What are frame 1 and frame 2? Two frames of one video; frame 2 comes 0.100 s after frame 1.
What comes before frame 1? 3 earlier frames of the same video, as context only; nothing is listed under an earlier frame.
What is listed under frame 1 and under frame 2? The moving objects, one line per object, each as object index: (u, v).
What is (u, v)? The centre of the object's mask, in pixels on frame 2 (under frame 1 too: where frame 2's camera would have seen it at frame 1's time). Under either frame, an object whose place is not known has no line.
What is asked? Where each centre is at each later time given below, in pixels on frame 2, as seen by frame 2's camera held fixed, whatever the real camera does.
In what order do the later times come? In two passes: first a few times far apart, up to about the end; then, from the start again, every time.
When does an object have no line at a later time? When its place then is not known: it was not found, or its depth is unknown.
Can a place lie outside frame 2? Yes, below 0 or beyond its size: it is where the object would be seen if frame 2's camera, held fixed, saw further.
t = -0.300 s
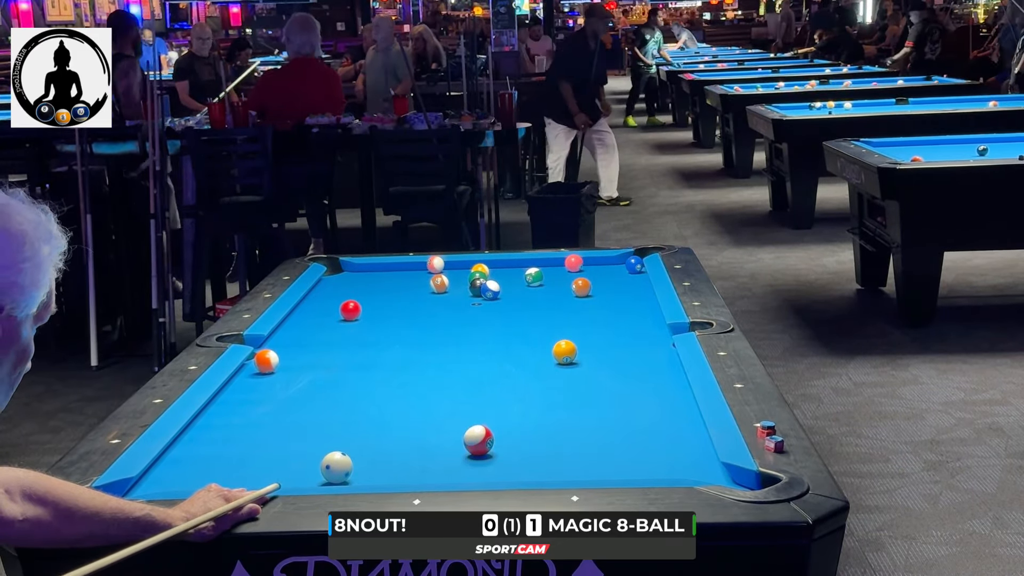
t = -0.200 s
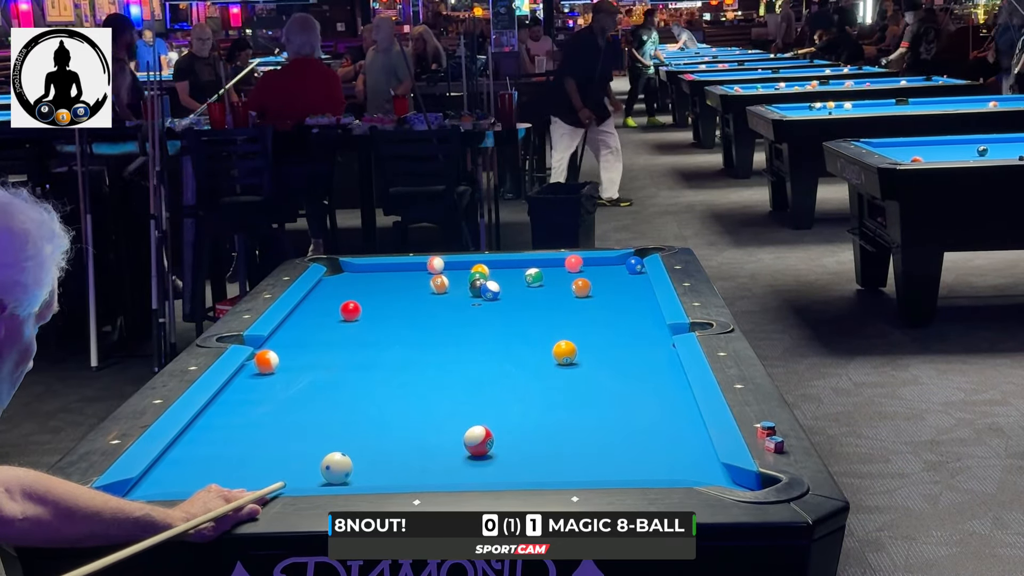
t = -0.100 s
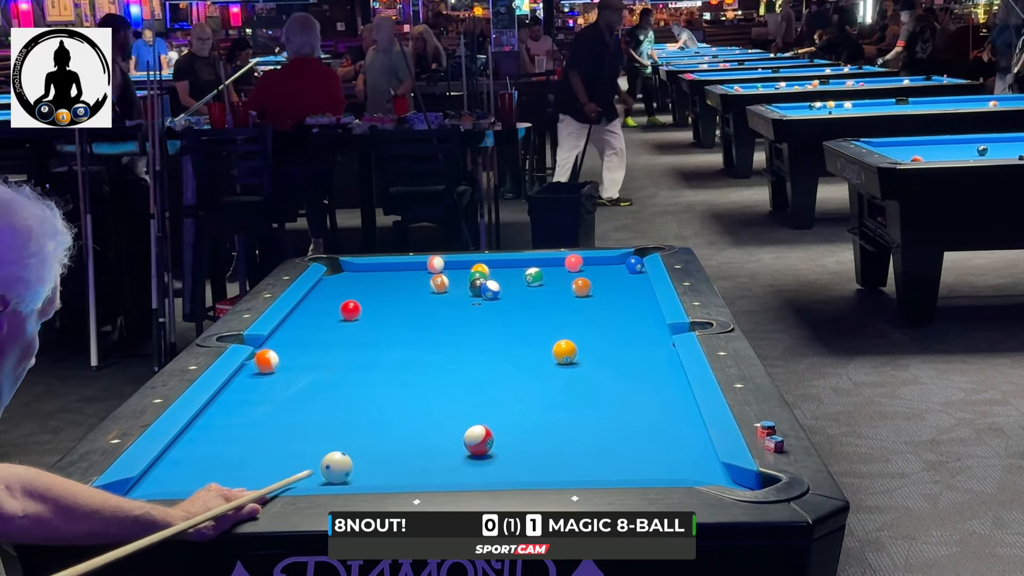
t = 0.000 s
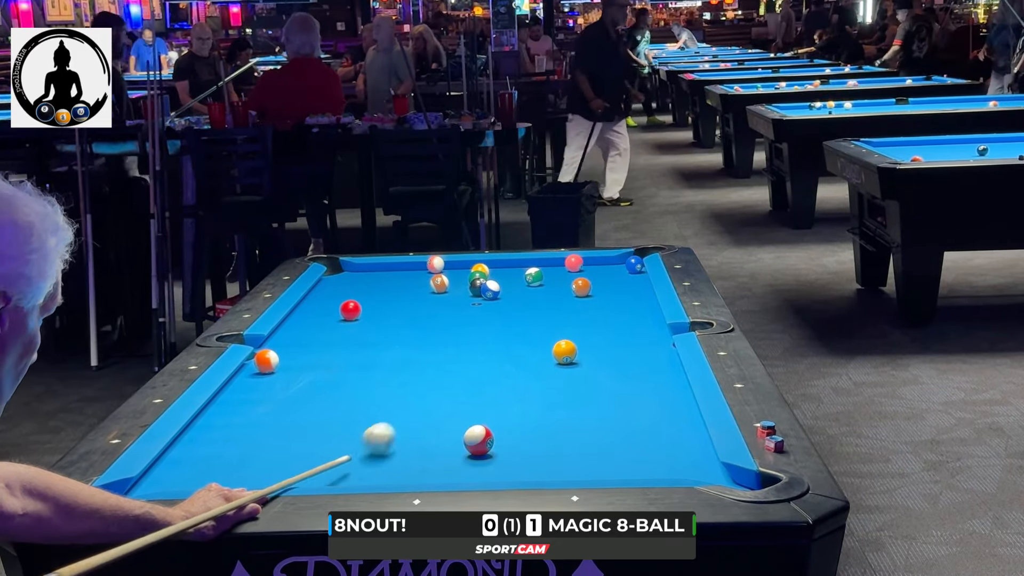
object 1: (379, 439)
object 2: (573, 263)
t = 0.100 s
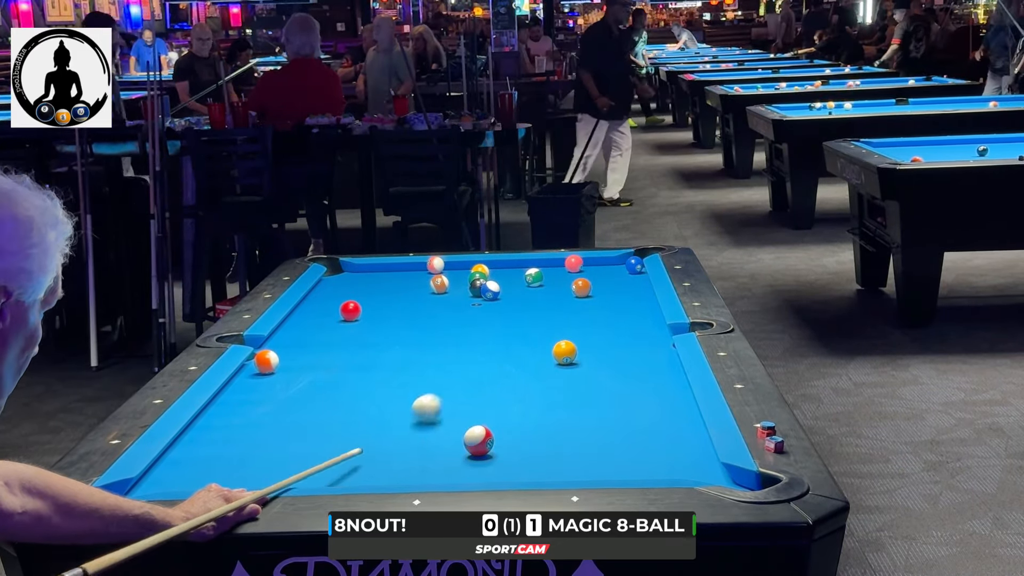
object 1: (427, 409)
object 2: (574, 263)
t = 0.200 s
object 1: (465, 383)
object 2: (574, 263)
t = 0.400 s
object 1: (528, 341)
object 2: (574, 263)
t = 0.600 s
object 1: (578, 308)
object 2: (574, 263)
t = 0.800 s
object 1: (619, 281)
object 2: (574, 263)
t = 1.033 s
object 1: (619, 268)
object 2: (574, 263)
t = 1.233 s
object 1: (598, 265)
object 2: (574, 263)
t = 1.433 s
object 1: (589, 261)
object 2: (564, 263)
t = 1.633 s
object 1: (581, 262)
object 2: (551, 263)
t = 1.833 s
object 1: (571, 263)
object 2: (540, 262)
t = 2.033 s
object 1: (562, 265)
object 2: (529, 262)
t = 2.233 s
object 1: (554, 267)
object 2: (519, 263)
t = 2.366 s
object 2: (513, 263)
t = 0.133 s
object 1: (440, 399)
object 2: (573, 263)
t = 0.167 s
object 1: (453, 391)
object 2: (574, 263)
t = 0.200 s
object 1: (465, 383)
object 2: (574, 263)
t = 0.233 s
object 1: (477, 375)
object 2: (574, 263)
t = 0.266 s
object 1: (488, 367)
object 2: (574, 263)
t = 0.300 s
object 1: (498, 360)
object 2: (574, 263)
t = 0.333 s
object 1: (509, 354)
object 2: (574, 263)
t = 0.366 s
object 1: (519, 347)
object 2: (574, 263)
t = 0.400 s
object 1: (528, 341)
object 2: (574, 263)
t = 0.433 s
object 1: (537, 335)
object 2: (574, 263)
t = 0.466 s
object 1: (546, 329)
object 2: (574, 263)
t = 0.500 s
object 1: (554, 324)
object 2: (574, 263)
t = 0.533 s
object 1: (562, 318)
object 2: (574, 263)
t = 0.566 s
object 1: (570, 313)
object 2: (574, 263)
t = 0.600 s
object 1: (578, 308)
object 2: (574, 263)
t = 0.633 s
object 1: (585, 303)
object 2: (574, 263)
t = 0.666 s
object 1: (592, 298)
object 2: (574, 263)
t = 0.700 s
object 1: (599, 294)
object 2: (574, 263)
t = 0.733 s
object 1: (606, 289)
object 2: (574, 263)
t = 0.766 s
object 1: (612, 285)
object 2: (574, 263)
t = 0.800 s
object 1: (619, 281)
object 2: (574, 263)
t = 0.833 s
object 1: (625, 277)
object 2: (574, 263)
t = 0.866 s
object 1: (631, 273)
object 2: (574, 263)
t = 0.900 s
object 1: (636, 269)
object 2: (574, 263)
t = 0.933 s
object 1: (633, 268)
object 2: (574, 263)
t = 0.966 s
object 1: (628, 268)
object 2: (574, 263)
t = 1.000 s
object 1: (623, 268)
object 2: (574, 263)
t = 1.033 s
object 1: (619, 268)
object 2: (574, 263)
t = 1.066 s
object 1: (614, 267)
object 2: (574, 263)
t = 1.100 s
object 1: (611, 267)
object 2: (574, 263)
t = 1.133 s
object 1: (608, 266)
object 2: (574, 263)
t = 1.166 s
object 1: (605, 266)
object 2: (574, 263)
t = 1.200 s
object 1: (601, 265)
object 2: (574, 263)
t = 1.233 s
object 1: (598, 265)
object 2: (574, 263)
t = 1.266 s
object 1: (595, 264)
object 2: (573, 263)
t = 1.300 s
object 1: (592, 263)
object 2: (573, 263)
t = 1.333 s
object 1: (591, 263)
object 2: (571, 263)
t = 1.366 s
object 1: (591, 262)
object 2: (569, 263)
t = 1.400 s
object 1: (590, 262)
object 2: (566, 263)
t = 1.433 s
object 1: (589, 261)
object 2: (564, 263)
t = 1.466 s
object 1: (589, 261)
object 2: (562, 263)
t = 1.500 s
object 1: (588, 260)
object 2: (560, 263)
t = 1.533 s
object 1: (586, 261)
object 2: (558, 263)
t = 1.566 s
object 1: (585, 261)
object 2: (556, 263)
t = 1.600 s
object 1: (583, 261)
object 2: (553, 263)
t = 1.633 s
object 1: (581, 262)
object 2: (551, 263)
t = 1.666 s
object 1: (579, 262)
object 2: (549, 263)
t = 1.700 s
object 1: (578, 262)
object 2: (547, 263)
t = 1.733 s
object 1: (576, 263)
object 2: (546, 263)
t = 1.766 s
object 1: (575, 263)
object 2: (544, 263)
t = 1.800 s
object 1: (573, 263)
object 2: (542, 262)
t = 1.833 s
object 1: (571, 263)
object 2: (540, 262)
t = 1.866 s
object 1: (570, 264)
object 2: (538, 262)
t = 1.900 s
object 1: (568, 264)
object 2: (536, 262)
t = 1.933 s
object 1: (567, 264)
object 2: (534, 262)
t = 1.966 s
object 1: (565, 264)
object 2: (532, 262)
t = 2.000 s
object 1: (564, 265)
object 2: (530, 262)
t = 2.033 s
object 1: (562, 265)
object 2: (529, 262)
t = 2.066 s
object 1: (561, 265)
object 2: (527, 262)
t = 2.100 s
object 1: (559, 266)
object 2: (525, 263)
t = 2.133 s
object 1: (558, 266)
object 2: (524, 263)
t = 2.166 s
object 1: (556, 266)
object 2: (522, 263)
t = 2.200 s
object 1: (555, 266)
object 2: (521, 263)
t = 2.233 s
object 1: (554, 267)
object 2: (519, 263)
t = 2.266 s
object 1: (552, 267)
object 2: (517, 263)
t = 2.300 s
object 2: (516, 263)
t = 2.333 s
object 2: (514, 263)
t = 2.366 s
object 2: (513, 263)
